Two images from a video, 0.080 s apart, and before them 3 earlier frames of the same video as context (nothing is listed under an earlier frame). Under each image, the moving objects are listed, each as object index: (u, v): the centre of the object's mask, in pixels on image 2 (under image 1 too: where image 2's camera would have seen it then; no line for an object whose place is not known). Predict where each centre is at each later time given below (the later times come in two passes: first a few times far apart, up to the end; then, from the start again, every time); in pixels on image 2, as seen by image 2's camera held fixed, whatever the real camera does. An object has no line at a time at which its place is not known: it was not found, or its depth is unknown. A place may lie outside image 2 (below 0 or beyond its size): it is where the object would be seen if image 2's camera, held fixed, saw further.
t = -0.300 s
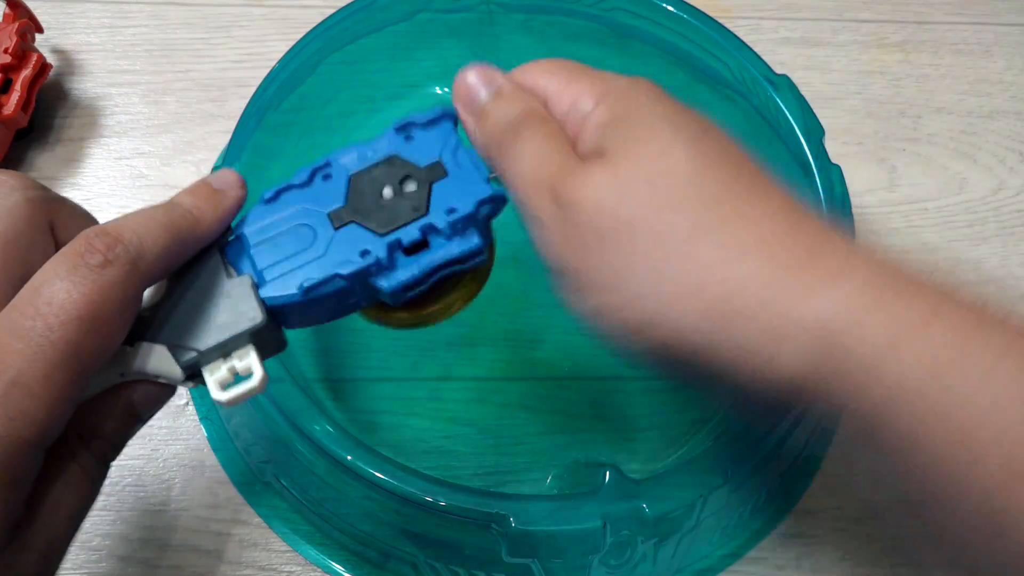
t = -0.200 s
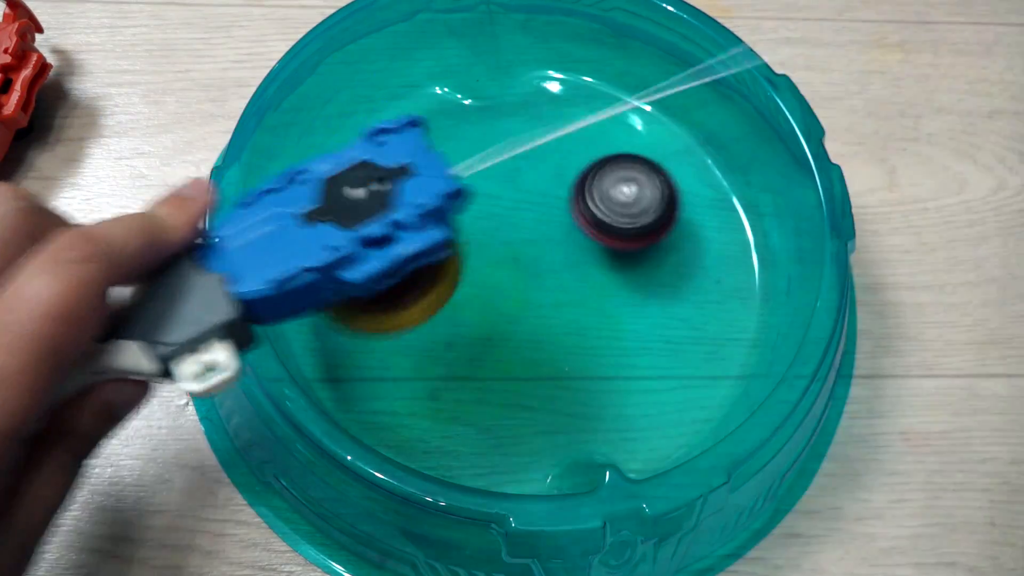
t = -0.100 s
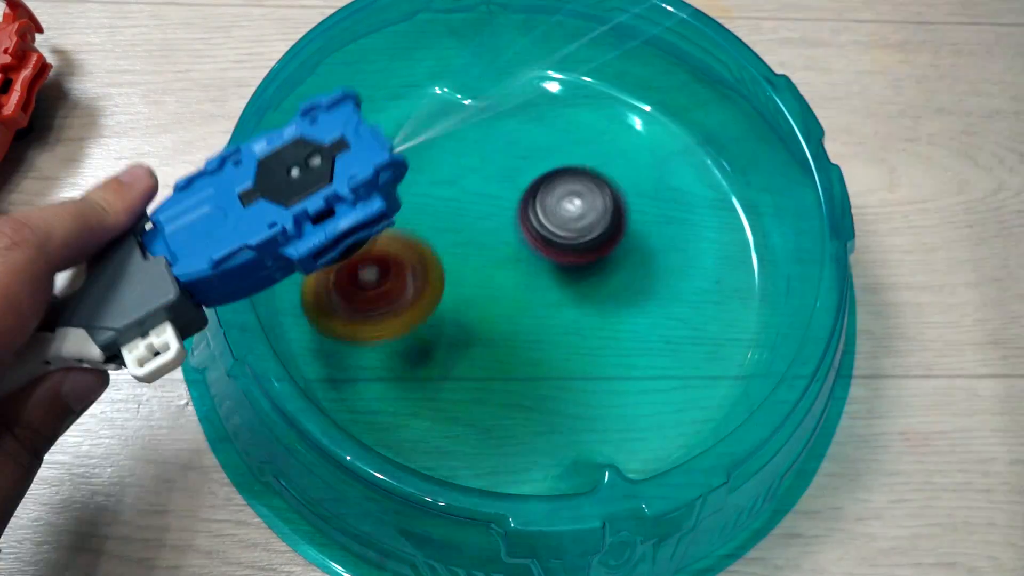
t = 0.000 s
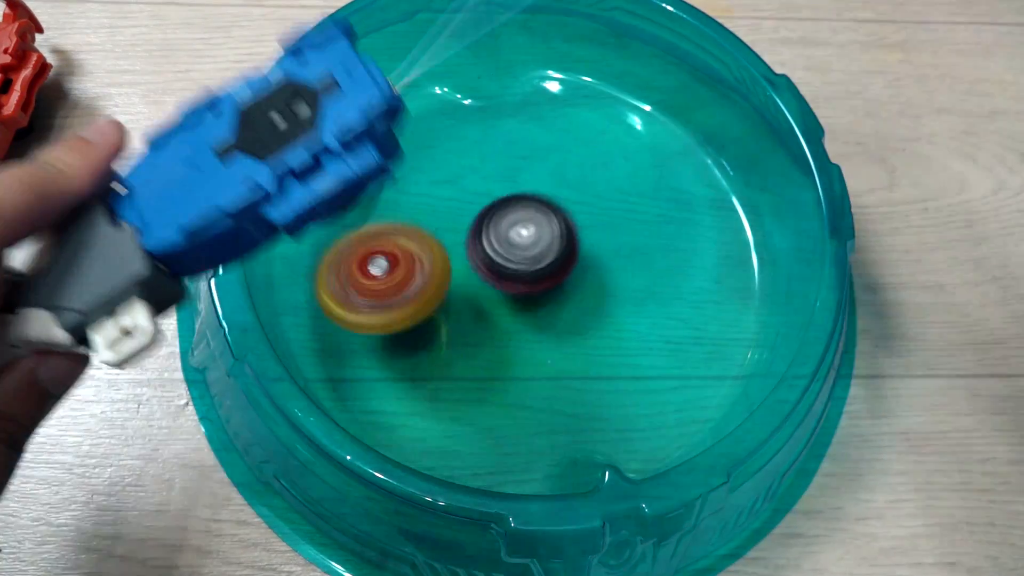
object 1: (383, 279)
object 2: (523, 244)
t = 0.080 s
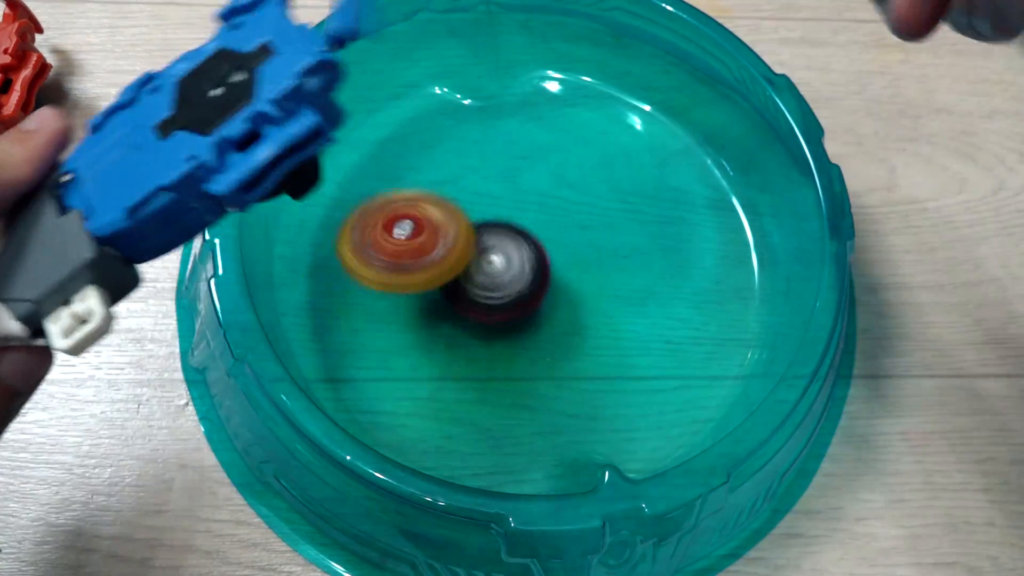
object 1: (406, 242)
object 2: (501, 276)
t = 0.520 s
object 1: (430, 105)
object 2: (698, 342)
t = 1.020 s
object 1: (522, 102)
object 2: (591, 334)
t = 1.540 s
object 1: (548, 143)
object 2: (521, 335)
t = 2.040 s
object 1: (608, 225)
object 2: (421, 197)
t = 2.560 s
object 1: (579, 337)
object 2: (452, 203)
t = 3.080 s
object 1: (459, 346)
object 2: (533, 79)
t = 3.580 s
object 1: (407, 217)
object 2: (663, 280)
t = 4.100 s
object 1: (502, 116)
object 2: (609, 251)
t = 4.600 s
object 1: (589, 141)
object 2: (412, 386)
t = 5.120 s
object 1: (653, 259)
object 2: (513, 334)
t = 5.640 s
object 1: (517, 314)
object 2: (391, 237)
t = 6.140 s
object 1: (435, 293)
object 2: (462, 161)
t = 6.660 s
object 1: (454, 173)
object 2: (574, 123)
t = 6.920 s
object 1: (505, 167)
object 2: (641, 212)
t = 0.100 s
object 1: (402, 233)
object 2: (506, 289)
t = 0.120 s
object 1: (394, 226)
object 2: (518, 301)
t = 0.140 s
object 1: (387, 223)
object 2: (530, 314)
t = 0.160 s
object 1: (383, 219)
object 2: (543, 330)
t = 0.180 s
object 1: (380, 202)
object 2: (554, 340)
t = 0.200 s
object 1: (378, 187)
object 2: (564, 352)
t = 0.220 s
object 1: (376, 177)
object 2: (574, 361)
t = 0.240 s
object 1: (375, 171)
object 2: (584, 370)
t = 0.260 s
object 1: (375, 170)
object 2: (594, 377)
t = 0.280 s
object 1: (377, 162)
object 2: (604, 383)
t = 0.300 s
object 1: (378, 149)
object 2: (614, 386)
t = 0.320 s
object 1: (380, 141)
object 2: (624, 388)
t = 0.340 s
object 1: (383, 138)
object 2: (634, 389)
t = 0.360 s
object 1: (387, 135)
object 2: (643, 388)
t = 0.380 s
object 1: (390, 126)
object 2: (652, 385)
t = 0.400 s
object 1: (395, 121)
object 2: (661, 382)
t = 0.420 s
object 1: (400, 120)
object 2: (669, 377)
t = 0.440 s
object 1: (405, 115)
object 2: (677, 372)
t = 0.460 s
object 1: (410, 111)
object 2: (684, 365)
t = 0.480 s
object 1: (416, 110)
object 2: (689, 358)
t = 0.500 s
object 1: (423, 107)
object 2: (694, 350)
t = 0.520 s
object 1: (430, 105)
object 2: (698, 342)
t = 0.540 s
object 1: (437, 105)
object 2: (700, 334)
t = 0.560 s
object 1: (443, 104)
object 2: (700, 324)
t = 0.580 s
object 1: (450, 105)
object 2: (700, 314)
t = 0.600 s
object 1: (457, 104)
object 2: (698, 304)
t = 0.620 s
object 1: (464, 107)
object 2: (695, 294)
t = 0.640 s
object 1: (471, 110)
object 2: (690, 284)
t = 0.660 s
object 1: (478, 113)
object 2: (685, 275)
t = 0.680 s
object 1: (484, 117)
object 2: (678, 265)
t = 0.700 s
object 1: (491, 120)
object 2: (669, 255)
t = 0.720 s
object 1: (498, 124)
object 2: (661, 246)
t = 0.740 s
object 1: (505, 128)
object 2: (651, 237)
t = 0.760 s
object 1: (512, 131)
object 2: (641, 230)
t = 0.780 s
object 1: (518, 135)
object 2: (629, 223)
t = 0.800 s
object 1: (524, 138)
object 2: (617, 217)
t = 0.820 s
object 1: (524, 133)
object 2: (616, 227)
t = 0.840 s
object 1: (521, 124)
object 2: (616, 243)
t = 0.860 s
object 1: (517, 115)
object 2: (615, 256)
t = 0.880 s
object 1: (514, 106)
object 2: (613, 269)
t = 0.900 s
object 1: (511, 98)
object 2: (610, 281)
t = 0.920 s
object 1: (512, 95)
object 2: (607, 292)
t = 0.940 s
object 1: (514, 97)
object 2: (604, 302)
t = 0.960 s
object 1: (517, 97)
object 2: (600, 311)
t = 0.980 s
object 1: (518, 99)
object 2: (597, 319)
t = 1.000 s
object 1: (521, 100)
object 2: (594, 326)
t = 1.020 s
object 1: (522, 102)
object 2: (591, 334)
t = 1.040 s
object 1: (524, 103)
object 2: (588, 340)
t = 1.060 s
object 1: (525, 105)
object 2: (584, 347)
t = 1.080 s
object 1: (527, 106)
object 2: (581, 354)
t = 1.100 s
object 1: (528, 109)
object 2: (578, 361)
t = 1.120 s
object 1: (529, 110)
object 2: (574, 367)
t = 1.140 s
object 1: (530, 112)
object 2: (571, 374)
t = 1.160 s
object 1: (531, 113)
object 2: (567, 381)
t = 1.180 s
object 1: (532, 115)
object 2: (565, 388)
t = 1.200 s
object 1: (532, 116)
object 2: (562, 395)
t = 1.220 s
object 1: (533, 118)
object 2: (561, 402)
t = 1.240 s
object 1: (534, 119)
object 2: (558, 402)
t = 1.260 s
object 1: (534, 120)
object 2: (555, 399)
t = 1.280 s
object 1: (535, 122)
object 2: (552, 395)
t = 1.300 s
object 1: (535, 123)
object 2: (550, 391)
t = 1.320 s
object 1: (537, 124)
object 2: (548, 388)
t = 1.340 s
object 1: (537, 126)
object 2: (546, 383)
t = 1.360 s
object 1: (538, 127)
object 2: (545, 379)
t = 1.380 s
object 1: (539, 129)
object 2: (543, 375)
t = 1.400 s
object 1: (540, 130)
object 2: (540, 371)
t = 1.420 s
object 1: (541, 132)
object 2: (538, 366)
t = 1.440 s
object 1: (542, 133)
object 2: (536, 362)
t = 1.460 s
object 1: (544, 135)
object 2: (534, 357)
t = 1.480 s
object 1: (545, 137)
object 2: (531, 352)
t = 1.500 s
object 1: (546, 139)
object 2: (528, 346)
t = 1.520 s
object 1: (547, 141)
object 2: (524, 341)
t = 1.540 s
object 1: (548, 143)
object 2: (521, 335)
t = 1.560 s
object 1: (550, 146)
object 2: (517, 330)
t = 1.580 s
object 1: (552, 148)
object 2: (513, 324)
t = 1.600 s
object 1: (553, 151)
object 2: (509, 319)
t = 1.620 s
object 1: (555, 153)
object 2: (505, 313)
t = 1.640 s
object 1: (557, 155)
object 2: (501, 307)
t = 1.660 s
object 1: (560, 158)
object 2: (496, 301)
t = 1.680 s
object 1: (562, 161)
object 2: (491, 295)
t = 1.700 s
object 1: (564, 164)
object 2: (486, 290)
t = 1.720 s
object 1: (566, 167)
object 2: (481, 284)
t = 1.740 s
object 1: (568, 170)
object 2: (476, 278)
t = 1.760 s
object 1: (571, 174)
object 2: (472, 272)
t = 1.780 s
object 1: (573, 177)
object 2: (468, 266)
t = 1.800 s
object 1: (576, 180)
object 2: (465, 260)
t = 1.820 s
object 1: (578, 183)
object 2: (463, 254)
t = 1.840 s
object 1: (581, 187)
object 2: (461, 248)
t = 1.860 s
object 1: (584, 190)
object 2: (458, 242)
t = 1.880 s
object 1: (587, 194)
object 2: (456, 236)
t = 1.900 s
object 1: (589, 197)
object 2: (452, 230)
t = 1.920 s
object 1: (592, 201)
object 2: (448, 225)
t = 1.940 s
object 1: (595, 204)
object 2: (444, 219)
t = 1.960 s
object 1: (598, 209)
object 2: (440, 214)
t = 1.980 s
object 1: (600, 213)
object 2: (435, 209)
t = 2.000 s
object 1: (603, 216)
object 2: (430, 205)
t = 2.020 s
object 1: (606, 221)
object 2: (425, 201)
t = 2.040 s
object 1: (608, 225)
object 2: (421, 197)
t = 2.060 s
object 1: (611, 230)
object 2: (416, 194)
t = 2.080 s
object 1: (613, 234)
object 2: (411, 192)
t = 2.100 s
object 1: (615, 239)
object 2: (406, 189)
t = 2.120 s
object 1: (618, 244)
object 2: (402, 187)
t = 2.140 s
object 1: (619, 249)
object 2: (399, 186)
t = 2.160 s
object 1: (621, 253)
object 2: (396, 185)
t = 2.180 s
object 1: (622, 259)
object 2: (393, 184)
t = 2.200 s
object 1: (623, 264)
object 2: (392, 183)
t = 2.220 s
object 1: (623, 269)
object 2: (391, 183)
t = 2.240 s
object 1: (623, 274)
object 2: (390, 183)
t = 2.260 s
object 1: (623, 279)
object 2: (390, 183)
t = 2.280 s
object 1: (623, 284)
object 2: (391, 184)
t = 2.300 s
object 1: (622, 289)
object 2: (393, 184)
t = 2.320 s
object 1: (621, 294)
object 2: (395, 185)
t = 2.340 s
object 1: (620, 298)
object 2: (398, 186)
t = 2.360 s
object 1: (617, 303)
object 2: (401, 188)
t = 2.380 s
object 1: (615, 307)
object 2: (405, 189)
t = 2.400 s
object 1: (613, 311)
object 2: (409, 190)
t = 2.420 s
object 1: (609, 315)
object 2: (414, 192)
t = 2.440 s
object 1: (606, 318)
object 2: (419, 194)
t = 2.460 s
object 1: (602, 322)
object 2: (424, 196)
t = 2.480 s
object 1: (598, 325)
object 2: (429, 198)
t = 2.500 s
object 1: (594, 328)
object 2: (435, 199)
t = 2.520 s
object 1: (589, 331)
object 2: (440, 201)
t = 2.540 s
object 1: (584, 334)
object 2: (446, 202)
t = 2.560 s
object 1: (579, 337)
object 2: (452, 203)
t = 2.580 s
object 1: (574, 339)
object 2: (459, 204)
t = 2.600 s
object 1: (569, 341)
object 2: (466, 204)
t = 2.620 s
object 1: (563, 344)
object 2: (473, 203)
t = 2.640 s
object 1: (557, 346)
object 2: (481, 201)
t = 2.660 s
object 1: (551, 348)
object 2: (488, 199)
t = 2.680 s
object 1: (545, 350)
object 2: (496, 197)
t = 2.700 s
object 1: (539, 352)
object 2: (503, 193)
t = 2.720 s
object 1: (533, 353)
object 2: (510, 189)
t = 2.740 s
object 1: (527, 355)
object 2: (517, 184)
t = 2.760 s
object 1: (522, 356)
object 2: (524, 179)
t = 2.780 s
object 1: (516, 357)
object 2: (531, 173)
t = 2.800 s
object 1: (511, 359)
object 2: (537, 166)
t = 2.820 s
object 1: (506, 360)
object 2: (542, 160)
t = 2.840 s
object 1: (501, 360)
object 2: (548, 153)
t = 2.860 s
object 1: (496, 361)
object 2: (552, 147)
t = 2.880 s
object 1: (492, 361)
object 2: (555, 139)
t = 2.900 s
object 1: (488, 361)
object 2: (557, 133)
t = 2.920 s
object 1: (484, 360)
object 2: (559, 126)
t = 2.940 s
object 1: (480, 359)
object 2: (559, 119)
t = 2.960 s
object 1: (476, 358)
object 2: (558, 112)
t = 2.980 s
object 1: (473, 357)
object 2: (556, 105)
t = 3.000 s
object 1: (470, 355)
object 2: (553, 99)
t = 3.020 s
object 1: (467, 353)
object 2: (549, 93)
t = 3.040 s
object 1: (464, 351)
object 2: (545, 88)
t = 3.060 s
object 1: (462, 348)
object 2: (539, 83)
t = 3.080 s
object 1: (459, 346)
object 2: (533, 79)
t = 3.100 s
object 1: (456, 343)
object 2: (533, 81)
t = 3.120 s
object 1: (454, 339)
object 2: (534, 86)
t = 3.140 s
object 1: (451, 336)
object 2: (535, 92)
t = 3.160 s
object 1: (449, 332)
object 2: (535, 97)
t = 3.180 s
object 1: (446, 328)
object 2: (536, 103)
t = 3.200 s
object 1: (444, 324)
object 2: (536, 110)
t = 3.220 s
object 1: (441, 319)
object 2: (538, 117)
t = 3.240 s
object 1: (439, 315)
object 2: (539, 125)
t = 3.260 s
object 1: (436, 310)
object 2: (542, 134)
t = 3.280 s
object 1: (434, 305)
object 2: (545, 143)
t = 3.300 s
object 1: (432, 299)
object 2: (549, 153)
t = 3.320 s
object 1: (430, 294)
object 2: (554, 163)
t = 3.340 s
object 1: (428, 288)
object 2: (560, 174)
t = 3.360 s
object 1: (425, 283)
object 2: (567, 184)
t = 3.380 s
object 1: (423, 277)
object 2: (574, 194)
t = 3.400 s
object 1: (421, 271)
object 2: (582, 204)
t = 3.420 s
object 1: (419, 265)
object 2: (591, 214)
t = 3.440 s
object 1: (417, 259)
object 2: (600, 224)
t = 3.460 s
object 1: (414, 253)
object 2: (609, 233)
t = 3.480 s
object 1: (412, 247)
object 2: (618, 243)
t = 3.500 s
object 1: (411, 241)
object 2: (627, 252)
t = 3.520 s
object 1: (409, 235)
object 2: (636, 260)
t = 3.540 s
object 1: (408, 229)
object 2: (645, 268)
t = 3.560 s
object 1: (407, 223)
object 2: (654, 274)
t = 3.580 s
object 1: (407, 217)
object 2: (663, 280)
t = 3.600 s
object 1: (407, 212)
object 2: (672, 284)
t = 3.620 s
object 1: (408, 206)
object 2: (681, 288)
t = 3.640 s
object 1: (408, 201)
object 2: (690, 290)
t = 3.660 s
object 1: (409, 195)
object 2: (698, 292)
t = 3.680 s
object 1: (410, 190)
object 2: (705, 293)
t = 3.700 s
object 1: (412, 186)
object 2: (712, 295)
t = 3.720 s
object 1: (414, 180)
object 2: (719, 295)
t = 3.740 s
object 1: (417, 175)
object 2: (724, 296)
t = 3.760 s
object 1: (419, 171)
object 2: (726, 295)
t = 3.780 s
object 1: (422, 167)
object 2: (724, 293)
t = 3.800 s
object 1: (426, 162)
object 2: (721, 291)
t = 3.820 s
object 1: (429, 158)
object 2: (717, 289)
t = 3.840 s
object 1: (433, 154)
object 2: (713, 286)
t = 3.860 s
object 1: (437, 150)
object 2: (709, 284)
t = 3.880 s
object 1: (441, 146)
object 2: (703, 281)
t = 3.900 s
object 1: (446, 143)
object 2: (698, 278)
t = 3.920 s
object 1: (451, 140)
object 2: (691, 276)
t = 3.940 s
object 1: (455, 136)
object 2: (684, 272)
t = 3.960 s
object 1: (461, 133)
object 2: (676, 269)
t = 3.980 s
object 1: (466, 130)
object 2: (668, 266)
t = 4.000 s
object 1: (471, 127)
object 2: (660, 262)
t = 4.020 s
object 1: (477, 125)
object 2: (651, 259)
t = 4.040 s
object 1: (483, 123)
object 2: (642, 256)
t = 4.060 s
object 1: (489, 120)
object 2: (632, 254)
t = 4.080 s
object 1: (496, 118)
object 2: (620, 252)
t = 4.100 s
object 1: (502, 116)
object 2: (609, 251)
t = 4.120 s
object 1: (508, 113)
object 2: (597, 251)
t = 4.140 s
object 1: (514, 111)
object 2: (585, 252)
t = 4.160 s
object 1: (520, 108)
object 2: (572, 253)
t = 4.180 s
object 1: (526, 106)
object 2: (560, 256)
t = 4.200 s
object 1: (531, 104)
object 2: (547, 259)
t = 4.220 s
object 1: (536, 102)
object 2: (534, 262)
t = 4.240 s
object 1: (541, 100)
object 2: (522, 266)
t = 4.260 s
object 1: (545, 99)
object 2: (510, 270)
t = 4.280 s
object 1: (549, 98)
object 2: (498, 274)
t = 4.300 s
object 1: (553, 97)
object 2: (487, 280)
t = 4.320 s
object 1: (556, 97)
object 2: (478, 285)
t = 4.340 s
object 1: (559, 98)
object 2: (468, 291)
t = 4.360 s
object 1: (562, 99)
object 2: (459, 298)
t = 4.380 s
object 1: (565, 100)
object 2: (450, 305)
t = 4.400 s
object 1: (568, 102)
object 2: (443, 312)
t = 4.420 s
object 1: (570, 104)
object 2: (435, 319)
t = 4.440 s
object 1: (572, 106)
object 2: (428, 327)
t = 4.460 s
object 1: (575, 109)
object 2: (422, 334)
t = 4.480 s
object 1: (577, 113)
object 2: (416, 342)
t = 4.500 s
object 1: (579, 116)
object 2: (413, 349)
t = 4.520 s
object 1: (581, 120)
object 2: (410, 356)
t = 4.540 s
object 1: (583, 125)
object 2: (409, 364)
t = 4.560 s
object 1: (585, 130)
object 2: (409, 371)
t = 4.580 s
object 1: (587, 135)
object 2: (410, 379)
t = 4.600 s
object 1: (589, 141)
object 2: (412, 386)
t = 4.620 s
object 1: (591, 146)
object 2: (415, 392)
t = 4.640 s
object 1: (593, 151)
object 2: (419, 398)
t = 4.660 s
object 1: (596, 157)
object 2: (423, 403)
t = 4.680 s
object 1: (598, 163)
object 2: (428, 408)
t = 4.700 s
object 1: (600, 168)
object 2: (434, 412)
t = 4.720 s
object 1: (602, 174)
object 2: (440, 414)
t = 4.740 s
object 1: (604, 179)
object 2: (446, 415)
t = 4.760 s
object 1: (606, 185)
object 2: (454, 416)
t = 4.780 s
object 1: (608, 190)
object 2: (461, 416)
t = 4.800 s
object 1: (610, 196)
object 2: (470, 414)
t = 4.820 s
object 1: (612, 202)
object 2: (478, 412)
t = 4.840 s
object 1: (615, 207)
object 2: (487, 409)
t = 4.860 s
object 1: (617, 213)
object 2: (496, 406)
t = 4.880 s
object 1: (619, 219)
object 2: (505, 401)
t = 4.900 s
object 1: (621, 225)
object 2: (513, 395)
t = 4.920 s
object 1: (622, 230)
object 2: (522, 389)
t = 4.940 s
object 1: (624, 236)
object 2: (530, 382)
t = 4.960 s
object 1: (625, 242)
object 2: (537, 374)
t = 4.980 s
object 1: (626, 248)
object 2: (543, 364)
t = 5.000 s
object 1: (627, 254)
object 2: (548, 354)
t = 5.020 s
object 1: (630, 257)
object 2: (546, 349)
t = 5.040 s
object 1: (637, 256)
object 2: (540, 347)
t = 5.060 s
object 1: (642, 256)
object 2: (533, 345)
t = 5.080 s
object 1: (647, 257)
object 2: (527, 342)
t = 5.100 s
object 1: (651, 258)
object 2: (520, 338)
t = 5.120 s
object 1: (653, 259)
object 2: (513, 334)
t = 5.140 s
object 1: (654, 260)
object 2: (506, 329)
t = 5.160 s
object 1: (655, 262)
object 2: (499, 324)
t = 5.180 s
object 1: (654, 264)
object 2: (492, 319)
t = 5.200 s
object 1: (653, 266)
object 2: (485, 314)
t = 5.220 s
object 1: (651, 268)
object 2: (478, 309)
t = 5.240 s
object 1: (648, 270)
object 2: (471, 305)
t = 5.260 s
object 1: (644, 272)
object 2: (464, 300)
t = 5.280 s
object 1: (640, 275)
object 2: (458, 296)
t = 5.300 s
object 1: (635, 277)
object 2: (453, 291)
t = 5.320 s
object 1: (630, 280)
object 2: (448, 286)
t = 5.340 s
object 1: (624, 282)
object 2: (444, 280)
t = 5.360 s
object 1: (619, 285)
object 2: (440, 275)
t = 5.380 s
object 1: (612, 287)
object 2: (436, 269)
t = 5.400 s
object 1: (606, 289)
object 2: (432, 264)
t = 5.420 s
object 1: (599, 292)
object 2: (428, 259)
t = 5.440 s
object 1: (591, 294)
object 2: (424, 254)
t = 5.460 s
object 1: (584, 297)
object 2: (420, 249)
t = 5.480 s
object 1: (577, 299)
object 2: (415, 246)
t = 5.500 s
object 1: (570, 301)
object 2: (411, 242)
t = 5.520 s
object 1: (562, 303)
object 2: (407, 239)
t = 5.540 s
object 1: (555, 305)
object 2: (403, 237)
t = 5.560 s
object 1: (547, 307)
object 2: (399, 236)
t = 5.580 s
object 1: (540, 309)
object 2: (396, 236)
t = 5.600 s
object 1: (532, 311)
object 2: (393, 236)
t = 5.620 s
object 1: (524, 312)
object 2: (392, 236)
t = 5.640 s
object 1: (517, 314)
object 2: (391, 237)
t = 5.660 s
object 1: (510, 315)
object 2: (390, 238)
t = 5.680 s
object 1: (503, 316)
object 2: (391, 240)
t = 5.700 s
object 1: (497, 317)
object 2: (393, 242)
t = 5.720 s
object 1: (490, 318)
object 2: (394, 243)
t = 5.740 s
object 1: (487, 320)
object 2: (394, 241)
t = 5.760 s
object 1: (483, 323)
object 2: (394, 239)
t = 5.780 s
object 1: (480, 324)
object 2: (396, 236)
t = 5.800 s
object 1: (476, 326)
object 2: (397, 233)
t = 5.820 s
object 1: (473, 326)
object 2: (398, 230)
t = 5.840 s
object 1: (470, 326)
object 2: (400, 227)
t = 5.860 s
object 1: (466, 326)
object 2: (403, 225)
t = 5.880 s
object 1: (463, 325)
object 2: (406, 222)
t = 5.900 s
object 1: (460, 324)
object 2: (410, 219)
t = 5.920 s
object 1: (458, 322)
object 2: (414, 216)
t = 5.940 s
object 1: (455, 320)
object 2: (418, 213)
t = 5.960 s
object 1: (452, 319)
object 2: (423, 209)
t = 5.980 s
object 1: (450, 318)
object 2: (427, 203)
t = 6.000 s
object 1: (448, 317)
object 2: (431, 198)
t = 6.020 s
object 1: (446, 315)
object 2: (436, 192)
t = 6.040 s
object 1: (444, 312)
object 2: (440, 187)
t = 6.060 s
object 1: (442, 309)
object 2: (444, 181)
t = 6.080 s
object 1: (440, 306)
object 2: (449, 176)
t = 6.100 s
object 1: (438, 302)
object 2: (453, 171)
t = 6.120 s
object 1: (437, 298)
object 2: (458, 166)
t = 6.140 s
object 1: (435, 293)
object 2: (462, 161)
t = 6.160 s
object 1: (434, 288)
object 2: (466, 157)
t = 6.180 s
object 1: (433, 282)
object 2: (470, 152)
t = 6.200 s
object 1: (432, 277)
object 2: (475, 148)
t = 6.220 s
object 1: (431, 271)
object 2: (479, 143)
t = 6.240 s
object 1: (430, 265)
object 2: (484, 138)
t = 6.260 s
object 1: (430, 259)
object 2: (488, 133)
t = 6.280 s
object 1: (430, 252)
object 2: (493, 129)
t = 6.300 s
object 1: (430, 246)
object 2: (498, 124)
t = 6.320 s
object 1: (430, 240)
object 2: (502, 118)
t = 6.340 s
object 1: (431, 233)
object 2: (507, 113)
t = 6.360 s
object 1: (432, 227)
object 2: (510, 106)
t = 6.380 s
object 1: (433, 221)
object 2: (513, 99)
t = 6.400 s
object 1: (434, 215)
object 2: (515, 94)
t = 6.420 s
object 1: (436, 209)
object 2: (520, 95)
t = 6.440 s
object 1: (439, 204)
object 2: (524, 97)
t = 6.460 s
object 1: (442, 199)
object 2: (527, 98)
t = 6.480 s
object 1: (445, 194)
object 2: (530, 100)
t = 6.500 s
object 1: (448, 189)
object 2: (533, 102)
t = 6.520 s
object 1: (451, 184)
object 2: (536, 104)
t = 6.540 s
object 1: (455, 179)
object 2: (539, 108)
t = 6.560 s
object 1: (457, 176)
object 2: (543, 111)
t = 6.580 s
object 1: (455, 175)
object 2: (551, 109)
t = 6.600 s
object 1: (454, 174)
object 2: (558, 111)
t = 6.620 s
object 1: (453, 174)
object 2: (565, 115)
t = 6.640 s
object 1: (454, 173)
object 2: (569, 118)
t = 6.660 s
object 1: (454, 173)
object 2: (574, 123)
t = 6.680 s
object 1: (456, 172)
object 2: (578, 128)
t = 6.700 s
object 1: (458, 171)
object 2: (581, 133)
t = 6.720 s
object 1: (460, 170)
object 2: (585, 139)
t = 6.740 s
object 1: (463, 170)
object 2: (589, 146)
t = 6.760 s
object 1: (466, 169)
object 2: (593, 154)
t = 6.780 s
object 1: (470, 169)
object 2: (599, 161)
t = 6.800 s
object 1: (474, 168)
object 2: (605, 168)
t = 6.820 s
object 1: (479, 168)
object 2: (611, 176)
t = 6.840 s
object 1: (484, 167)
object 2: (617, 183)
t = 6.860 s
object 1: (489, 167)
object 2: (623, 190)
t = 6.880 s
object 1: (494, 167)
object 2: (629, 197)
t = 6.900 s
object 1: (500, 167)
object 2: (635, 205)
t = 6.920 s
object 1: (505, 167)
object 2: (641, 212)
